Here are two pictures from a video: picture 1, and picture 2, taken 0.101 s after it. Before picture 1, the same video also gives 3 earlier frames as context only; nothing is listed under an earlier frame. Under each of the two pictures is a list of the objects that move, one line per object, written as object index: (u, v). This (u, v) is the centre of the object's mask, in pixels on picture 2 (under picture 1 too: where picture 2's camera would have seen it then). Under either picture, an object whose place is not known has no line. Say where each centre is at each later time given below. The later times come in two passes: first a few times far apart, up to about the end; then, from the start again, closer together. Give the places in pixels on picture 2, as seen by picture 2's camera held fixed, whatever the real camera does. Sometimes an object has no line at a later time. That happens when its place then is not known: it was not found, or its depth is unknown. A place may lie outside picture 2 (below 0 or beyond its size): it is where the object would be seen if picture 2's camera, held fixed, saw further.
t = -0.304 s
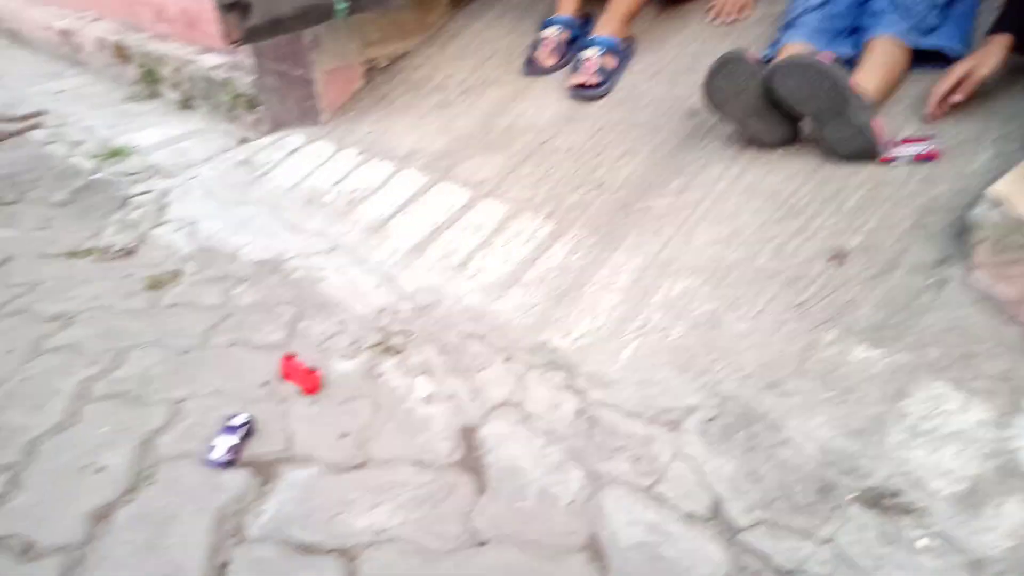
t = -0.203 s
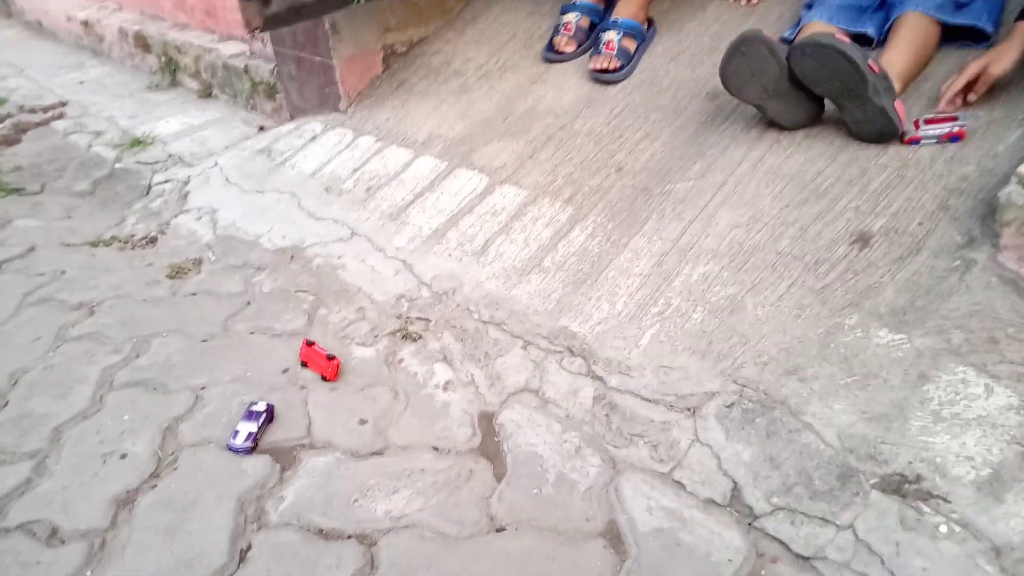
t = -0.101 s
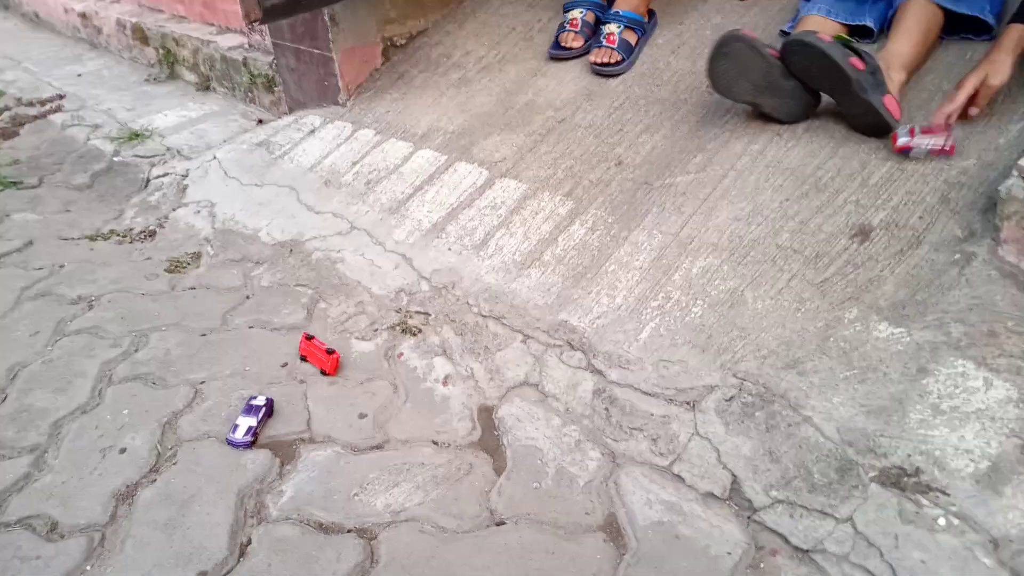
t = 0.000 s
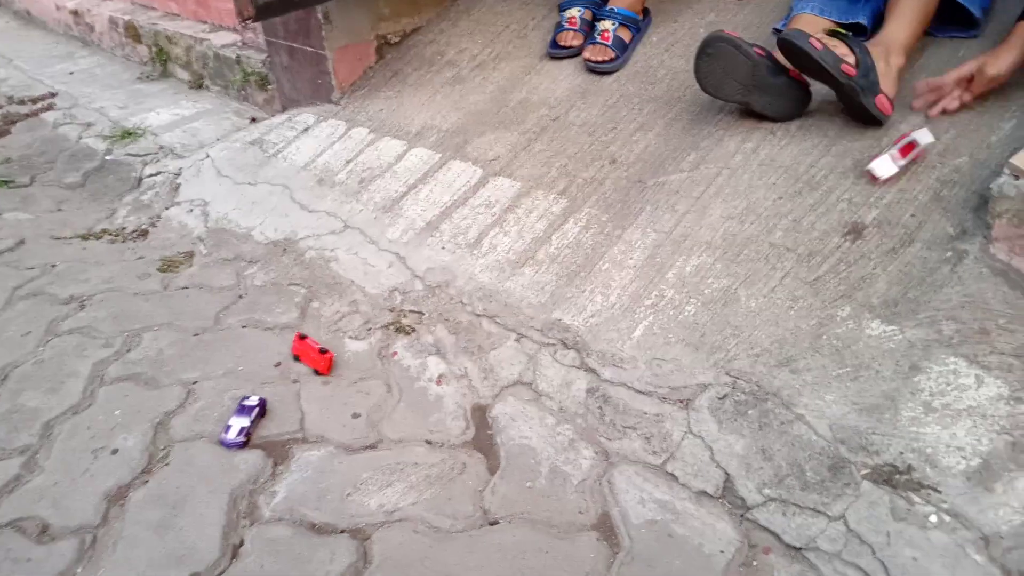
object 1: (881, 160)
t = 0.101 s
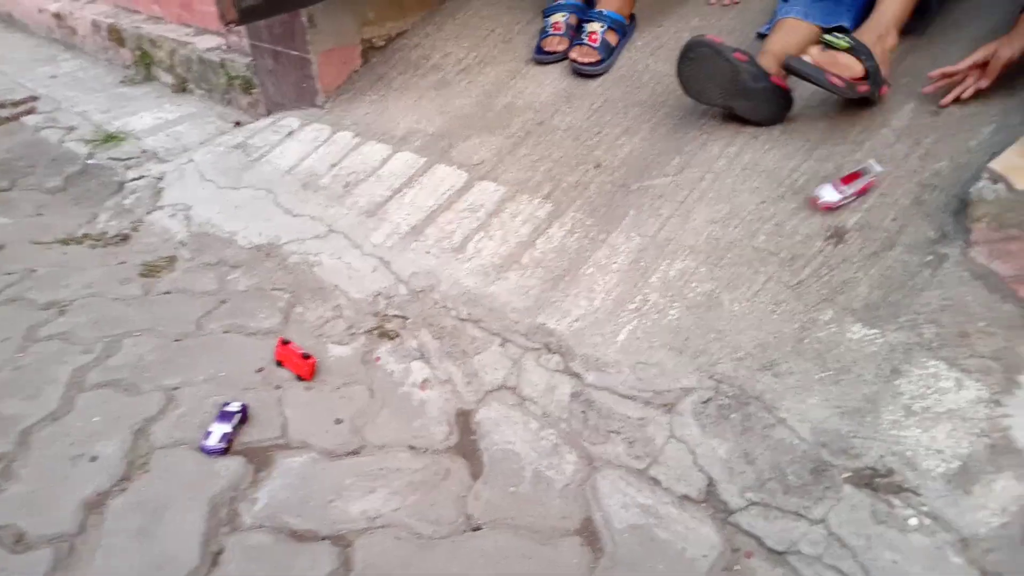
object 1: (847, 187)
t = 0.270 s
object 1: (768, 259)
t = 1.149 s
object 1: (586, 575)
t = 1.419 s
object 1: (583, 569)
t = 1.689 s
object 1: (582, 569)
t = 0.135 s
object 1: (828, 202)
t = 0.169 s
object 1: (816, 214)
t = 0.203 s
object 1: (802, 225)
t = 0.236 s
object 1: (787, 239)
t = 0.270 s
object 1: (768, 259)
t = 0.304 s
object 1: (754, 275)
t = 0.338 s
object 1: (736, 297)
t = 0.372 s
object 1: (722, 320)
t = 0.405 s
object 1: (704, 346)
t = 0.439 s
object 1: (689, 374)
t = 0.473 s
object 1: (673, 403)
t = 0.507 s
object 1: (655, 433)
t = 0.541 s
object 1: (638, 456)
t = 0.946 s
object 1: (589, 580)
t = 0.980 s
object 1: (592, 581)
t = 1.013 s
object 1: (592, 583)
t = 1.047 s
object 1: (590, 581)
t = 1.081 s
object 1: (588, 579)
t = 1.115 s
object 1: (588, 576)
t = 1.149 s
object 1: (586, 575)
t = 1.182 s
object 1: (585, 574)
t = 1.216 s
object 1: (585, 573)
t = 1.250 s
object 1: (584, 572)
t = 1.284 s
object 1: (584, 570)
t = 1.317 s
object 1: (584, 570)
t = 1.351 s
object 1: (583, 570)
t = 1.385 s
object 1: (583, 569)
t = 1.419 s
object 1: (583, 569)
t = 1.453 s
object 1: (583, 569)
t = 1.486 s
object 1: (583, 569)
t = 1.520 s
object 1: (582, 569)
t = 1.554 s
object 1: (583, 569)
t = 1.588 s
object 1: (583, 569)
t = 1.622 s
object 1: (583, 569)
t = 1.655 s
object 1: (582, 569)
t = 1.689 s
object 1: (582, 569)
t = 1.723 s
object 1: (582, 569)
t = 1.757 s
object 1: (582, 570)
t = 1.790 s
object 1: (582, 569)
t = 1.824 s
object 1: (582, 569)
